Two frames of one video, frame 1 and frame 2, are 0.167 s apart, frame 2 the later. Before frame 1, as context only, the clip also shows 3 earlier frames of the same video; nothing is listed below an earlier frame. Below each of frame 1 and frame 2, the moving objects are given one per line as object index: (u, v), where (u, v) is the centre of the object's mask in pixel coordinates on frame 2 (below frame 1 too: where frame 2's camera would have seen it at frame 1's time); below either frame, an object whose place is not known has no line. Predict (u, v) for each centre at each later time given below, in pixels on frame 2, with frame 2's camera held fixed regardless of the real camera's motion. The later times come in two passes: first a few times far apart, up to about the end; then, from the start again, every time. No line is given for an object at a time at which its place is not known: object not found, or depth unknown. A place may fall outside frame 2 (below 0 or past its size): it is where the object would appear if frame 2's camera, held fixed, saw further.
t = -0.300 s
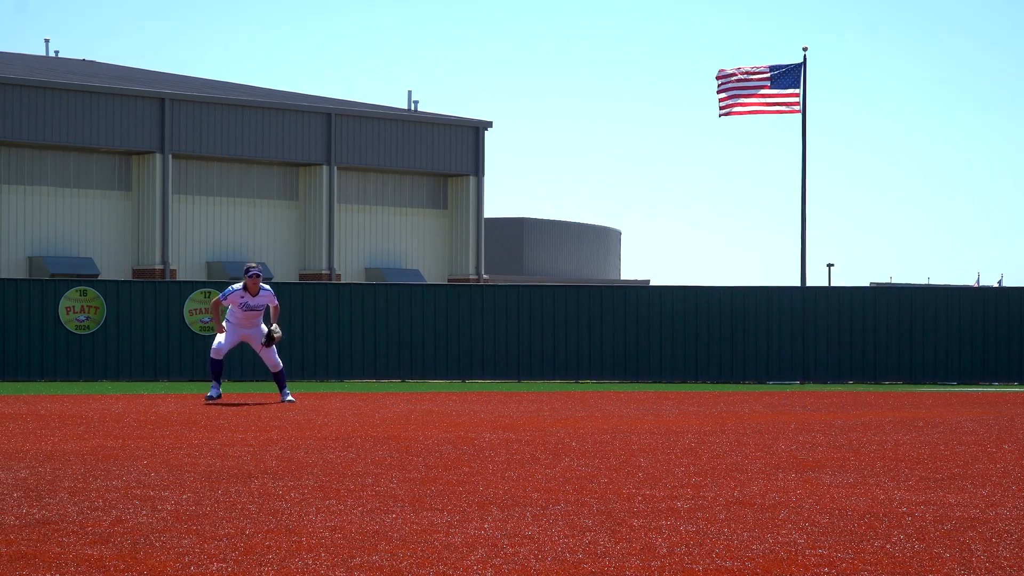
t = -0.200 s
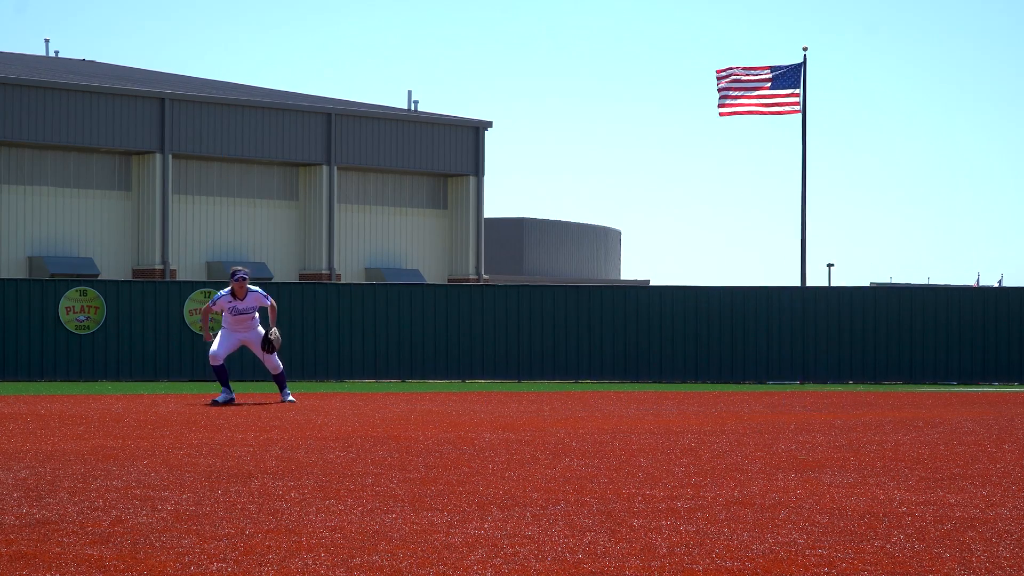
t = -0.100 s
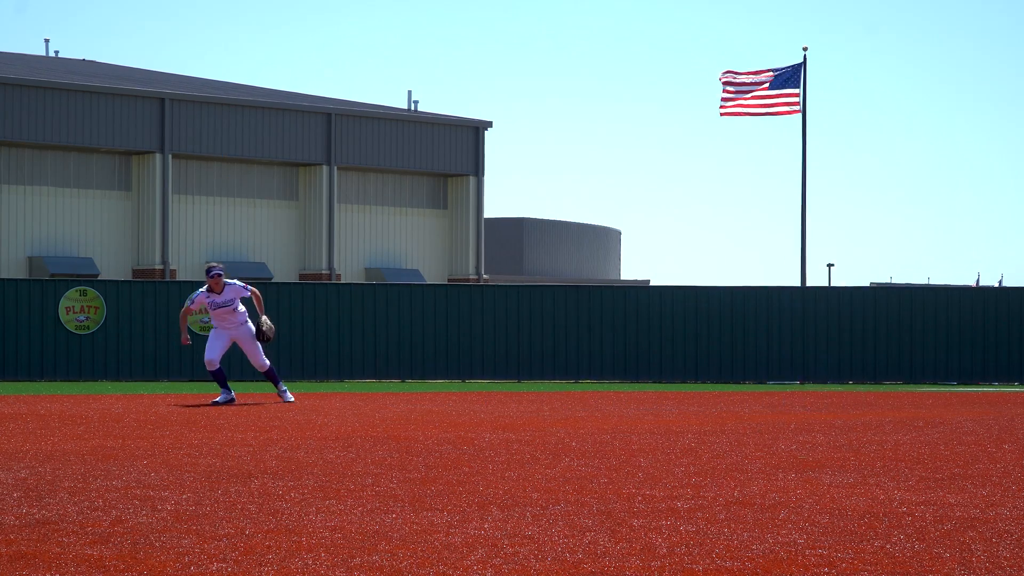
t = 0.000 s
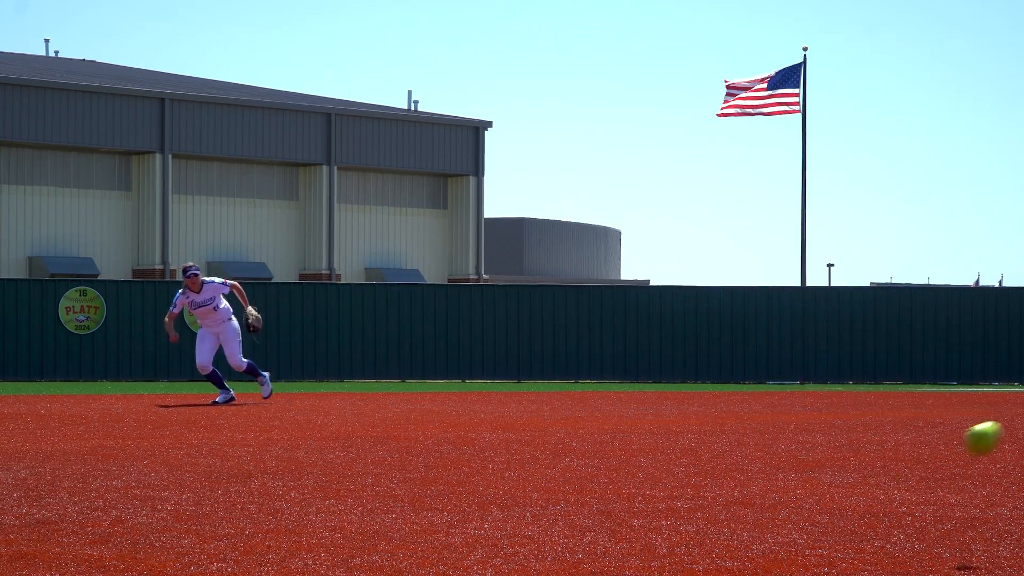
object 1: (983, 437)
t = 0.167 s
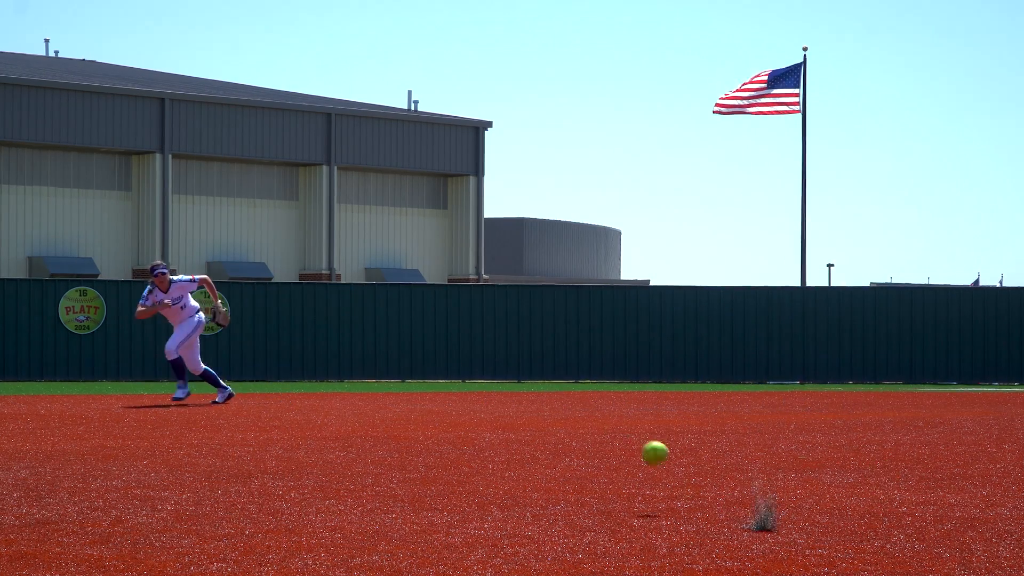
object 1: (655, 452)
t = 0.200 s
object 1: (618, 432)
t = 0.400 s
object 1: (430, 380)
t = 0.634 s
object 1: (270, 426)
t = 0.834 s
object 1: (180, 410)
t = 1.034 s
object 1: (107, 422)
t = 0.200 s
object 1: (618, 432)
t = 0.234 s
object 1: (582, 416)
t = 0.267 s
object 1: (549, 403)
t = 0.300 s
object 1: (517, 393)
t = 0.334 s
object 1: (486, 386)
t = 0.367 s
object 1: (457, 382)
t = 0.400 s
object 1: (430, 380)
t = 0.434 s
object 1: (404, 381)
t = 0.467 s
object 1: (379, 384)
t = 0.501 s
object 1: (355, 388)
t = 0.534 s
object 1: (333, 396)
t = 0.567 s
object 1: (311, 404)
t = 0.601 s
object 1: (290, 415)
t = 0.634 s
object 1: (270, 426)
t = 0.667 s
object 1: (251, 440)
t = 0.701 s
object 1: (234, 442)
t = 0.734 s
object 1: (220, 430)
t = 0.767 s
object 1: (206, 422)
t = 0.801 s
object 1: (193, 415)
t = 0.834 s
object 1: (180, 410)
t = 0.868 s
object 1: (167, 408)
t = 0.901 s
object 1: (154, 407)
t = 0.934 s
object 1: (142, 408)
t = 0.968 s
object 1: (130, 411)
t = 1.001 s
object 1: (118, 415)
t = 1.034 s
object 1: (107, 422)
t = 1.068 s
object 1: (95, 429)
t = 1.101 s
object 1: (84, 425)
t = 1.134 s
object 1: (74, 420)
